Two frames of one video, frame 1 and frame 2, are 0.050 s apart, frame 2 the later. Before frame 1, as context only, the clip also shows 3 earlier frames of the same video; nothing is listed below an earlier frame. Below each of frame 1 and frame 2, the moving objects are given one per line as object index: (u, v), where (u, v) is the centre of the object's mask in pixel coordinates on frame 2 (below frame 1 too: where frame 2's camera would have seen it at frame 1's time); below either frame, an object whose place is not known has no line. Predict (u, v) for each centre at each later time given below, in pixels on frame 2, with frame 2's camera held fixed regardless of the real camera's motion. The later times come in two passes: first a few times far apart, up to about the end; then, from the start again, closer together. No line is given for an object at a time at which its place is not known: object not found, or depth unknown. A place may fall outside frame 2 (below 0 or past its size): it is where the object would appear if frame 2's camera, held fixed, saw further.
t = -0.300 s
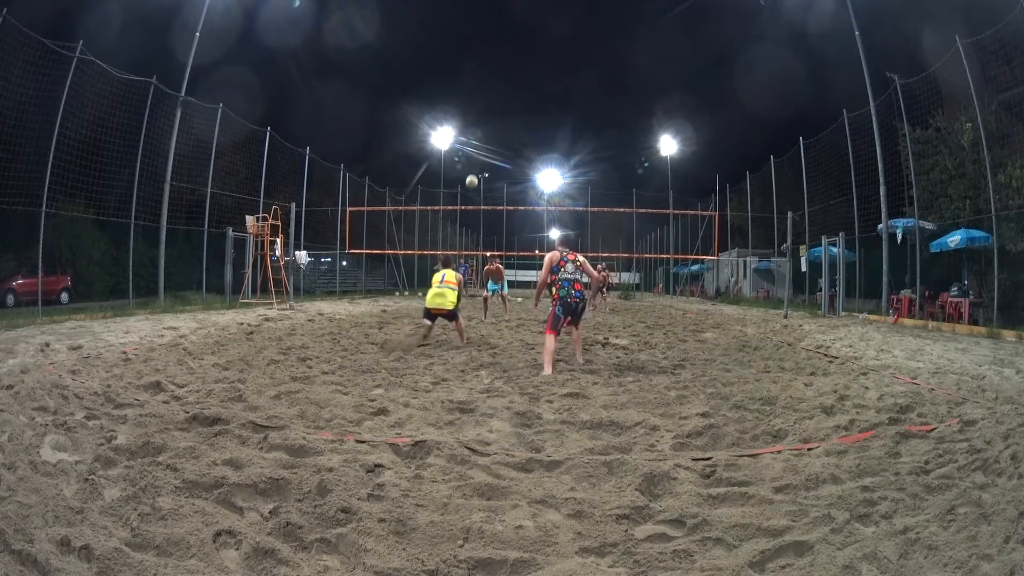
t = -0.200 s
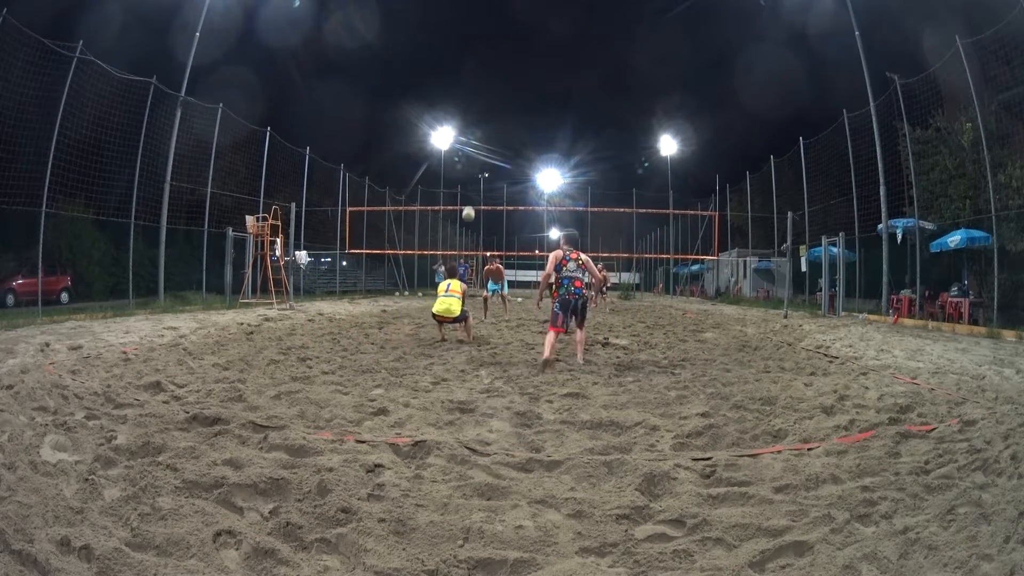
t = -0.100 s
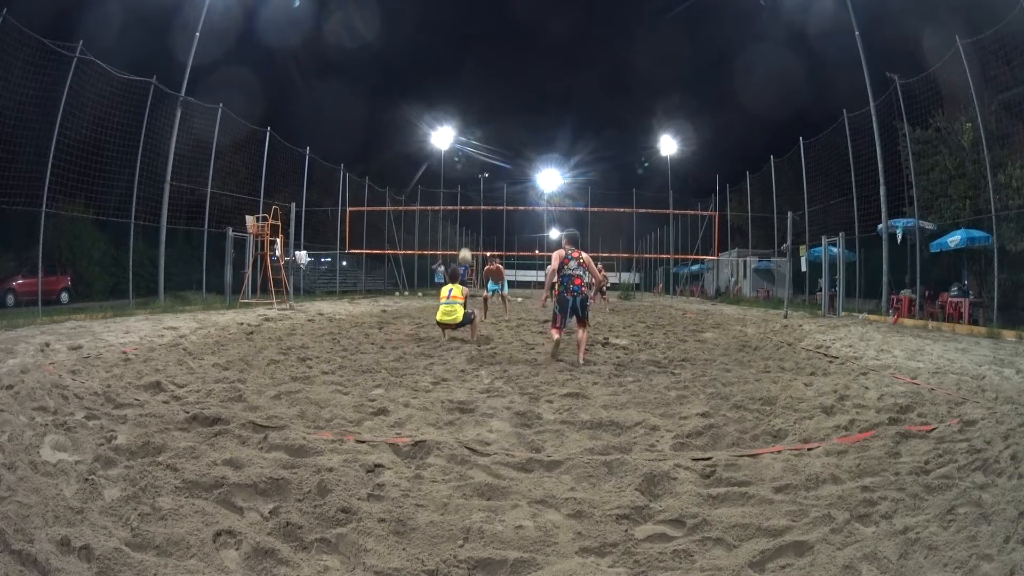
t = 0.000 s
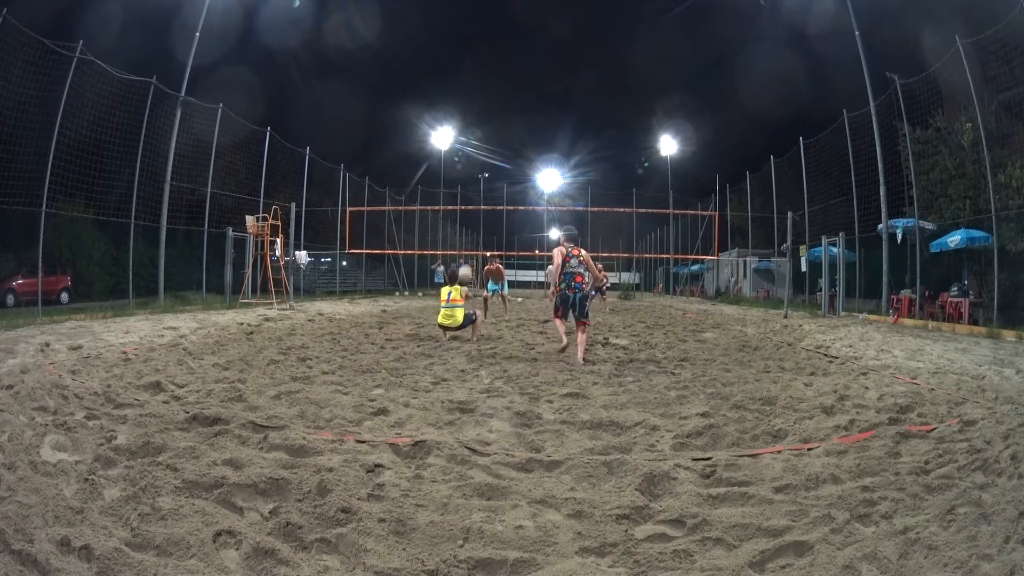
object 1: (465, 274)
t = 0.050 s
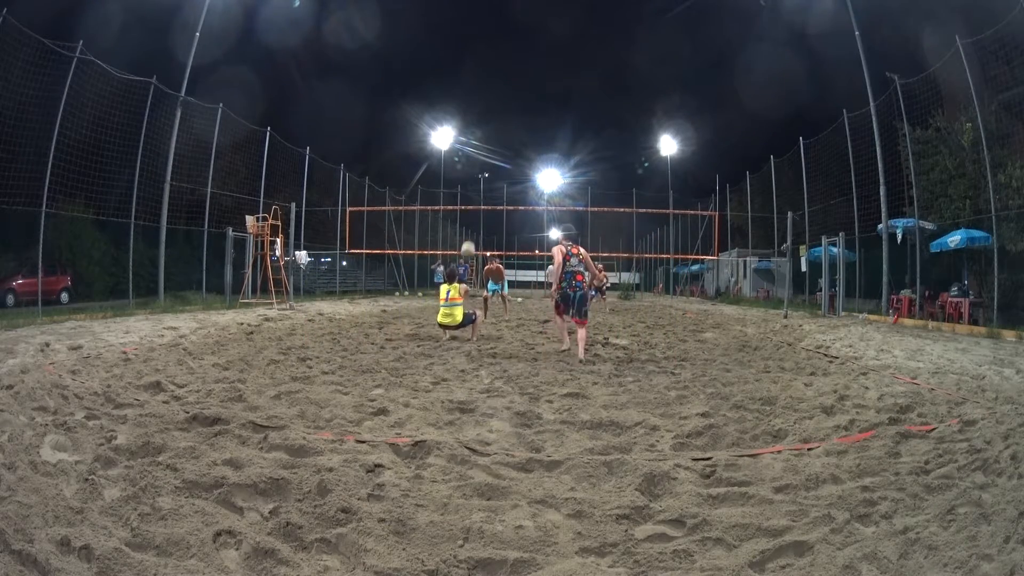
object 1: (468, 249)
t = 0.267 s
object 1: (480, 169)
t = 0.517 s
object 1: (494, 117)
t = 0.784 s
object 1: (506, 101)
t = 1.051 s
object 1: (518, 120)
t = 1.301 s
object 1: (527, 170)
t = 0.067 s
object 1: (469, 241)
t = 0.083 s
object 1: (470, 234)
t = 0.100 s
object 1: (471, 227)
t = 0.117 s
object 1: (472, 220)
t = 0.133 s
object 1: (473, 214)
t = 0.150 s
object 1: (474, 208)
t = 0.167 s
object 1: (475, 200)
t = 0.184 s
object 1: (476, 195)
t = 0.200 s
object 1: (477, 190)
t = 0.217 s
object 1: (478, 184)
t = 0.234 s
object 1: (479, 178)
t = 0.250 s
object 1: (479, 174)
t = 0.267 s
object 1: (480, 169)
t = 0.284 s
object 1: (481, 163)
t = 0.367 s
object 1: (487, 142)
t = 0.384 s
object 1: (487, 139)
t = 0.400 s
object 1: (488, 135)
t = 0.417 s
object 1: (489, 132)
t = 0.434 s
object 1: (490, 129)
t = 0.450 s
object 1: (491, 126)
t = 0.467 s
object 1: (492, 124)
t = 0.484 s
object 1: (493, 121)
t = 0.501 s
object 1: (493, 119)
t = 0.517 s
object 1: (494, 117)
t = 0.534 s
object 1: (495, 115)
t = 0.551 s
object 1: (496, 113)
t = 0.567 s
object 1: (497, 111)
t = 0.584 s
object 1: (498, 109)
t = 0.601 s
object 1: (498, 108)
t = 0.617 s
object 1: (499, 107)
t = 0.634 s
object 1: (500, 105)
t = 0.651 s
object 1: (500, 104)
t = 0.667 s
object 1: (501, 103)
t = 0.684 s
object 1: (502, 103)
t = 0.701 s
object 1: (503, 102)
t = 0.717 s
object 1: (503, 101)
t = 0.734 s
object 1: (504, 101)
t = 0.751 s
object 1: (505, 101)
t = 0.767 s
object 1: (506, 101)
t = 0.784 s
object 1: (506, 101)
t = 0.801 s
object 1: (507, 101)
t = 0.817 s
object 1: (508, 102)
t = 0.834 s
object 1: (509, 102)
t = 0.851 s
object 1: (509, 103)
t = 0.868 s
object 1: (510, 103)
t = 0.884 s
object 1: (511, 104)
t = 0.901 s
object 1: (511, 105)
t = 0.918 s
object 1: (512, 106)
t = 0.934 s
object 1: (516, 107)
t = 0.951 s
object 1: (514, 109)
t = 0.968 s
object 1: (514, 110)
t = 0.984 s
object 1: (515, 112)
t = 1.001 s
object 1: (516, 114)
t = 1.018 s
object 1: (516, 116)
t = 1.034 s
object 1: (517, 118)
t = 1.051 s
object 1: (518, 120)
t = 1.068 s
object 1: (518, 123)
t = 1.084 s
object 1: (519, 125)
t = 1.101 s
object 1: (519, 128)
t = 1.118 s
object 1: (520, 130)
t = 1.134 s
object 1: (521, 134)
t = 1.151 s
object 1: (521, 137)
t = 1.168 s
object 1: (522, 140)
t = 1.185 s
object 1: (523, 144)
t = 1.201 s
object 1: (523, 147)
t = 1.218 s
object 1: (524, 151)
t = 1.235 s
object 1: (525, 154)
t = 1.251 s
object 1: (525, 158)
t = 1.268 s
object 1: (526, 162)
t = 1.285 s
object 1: (527, 165)
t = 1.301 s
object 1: (527, 170)
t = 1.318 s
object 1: (528, 175)
